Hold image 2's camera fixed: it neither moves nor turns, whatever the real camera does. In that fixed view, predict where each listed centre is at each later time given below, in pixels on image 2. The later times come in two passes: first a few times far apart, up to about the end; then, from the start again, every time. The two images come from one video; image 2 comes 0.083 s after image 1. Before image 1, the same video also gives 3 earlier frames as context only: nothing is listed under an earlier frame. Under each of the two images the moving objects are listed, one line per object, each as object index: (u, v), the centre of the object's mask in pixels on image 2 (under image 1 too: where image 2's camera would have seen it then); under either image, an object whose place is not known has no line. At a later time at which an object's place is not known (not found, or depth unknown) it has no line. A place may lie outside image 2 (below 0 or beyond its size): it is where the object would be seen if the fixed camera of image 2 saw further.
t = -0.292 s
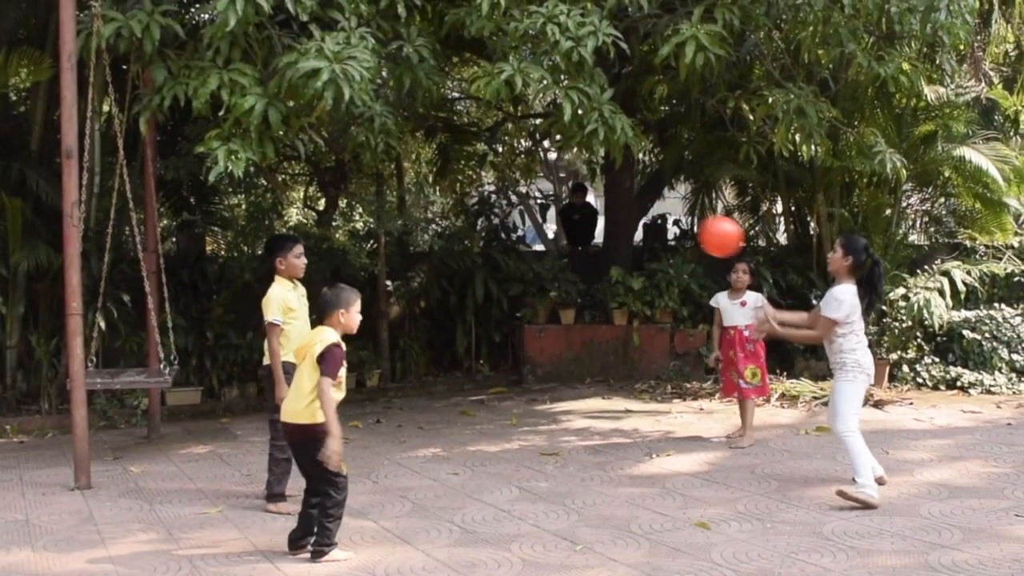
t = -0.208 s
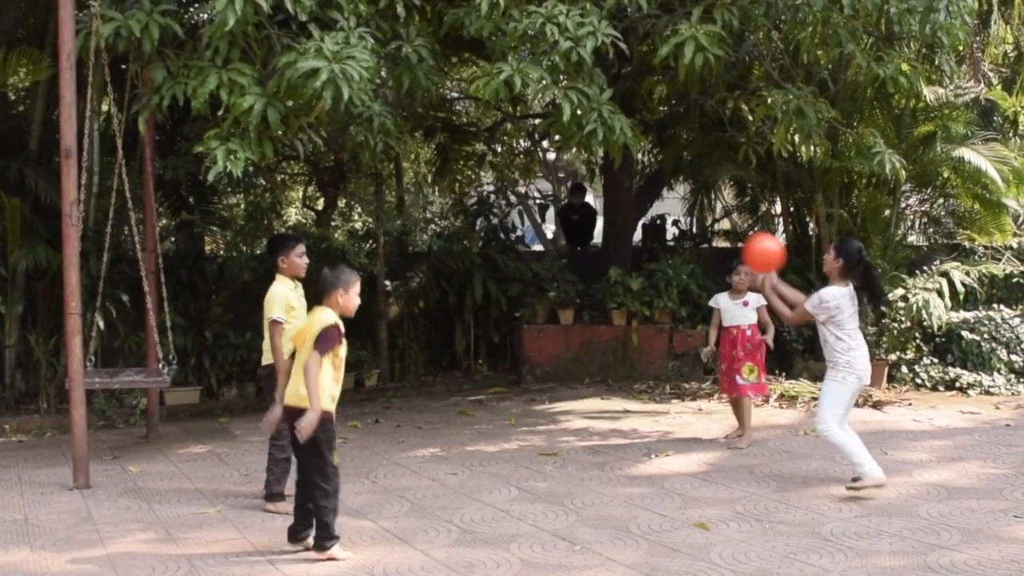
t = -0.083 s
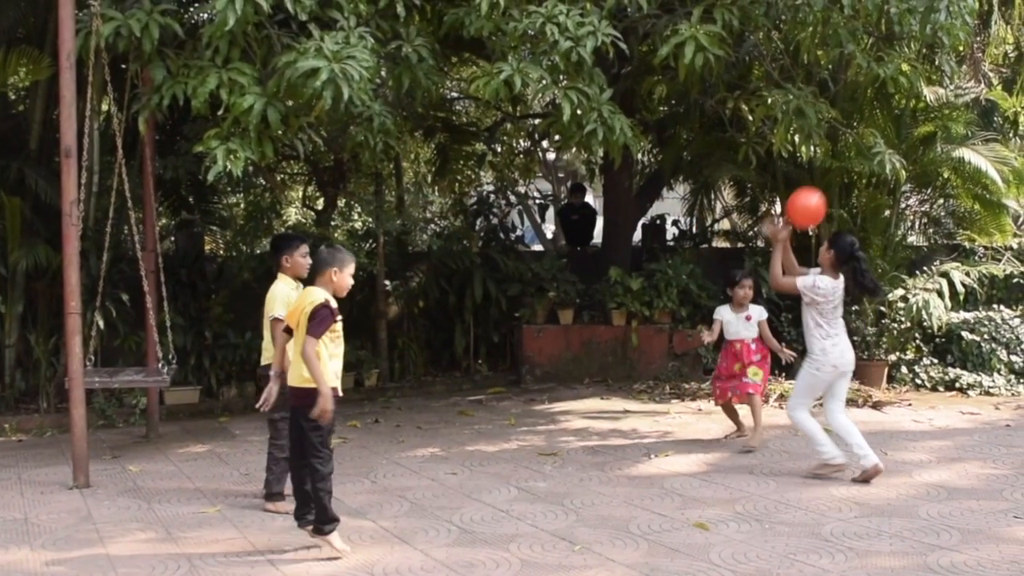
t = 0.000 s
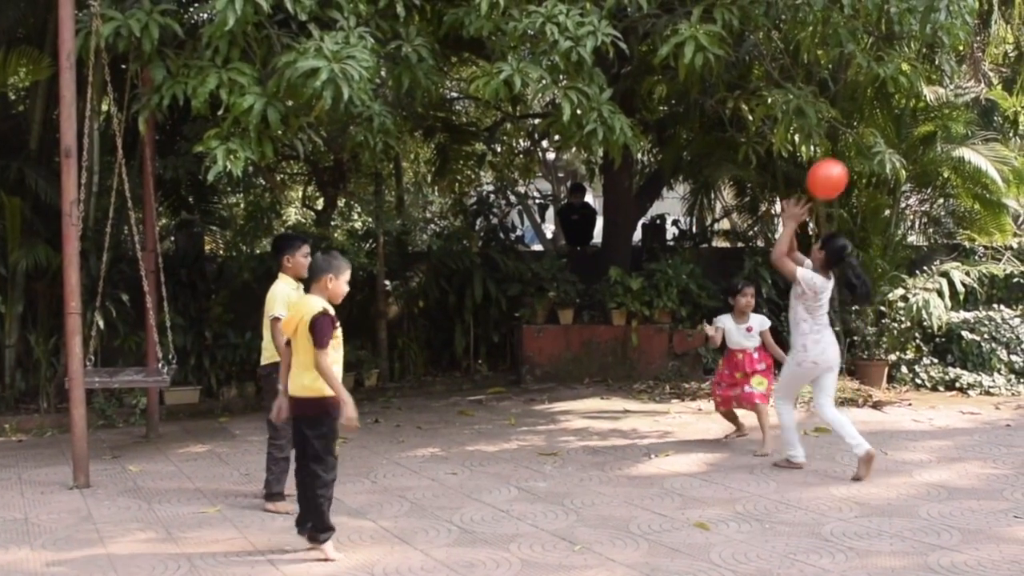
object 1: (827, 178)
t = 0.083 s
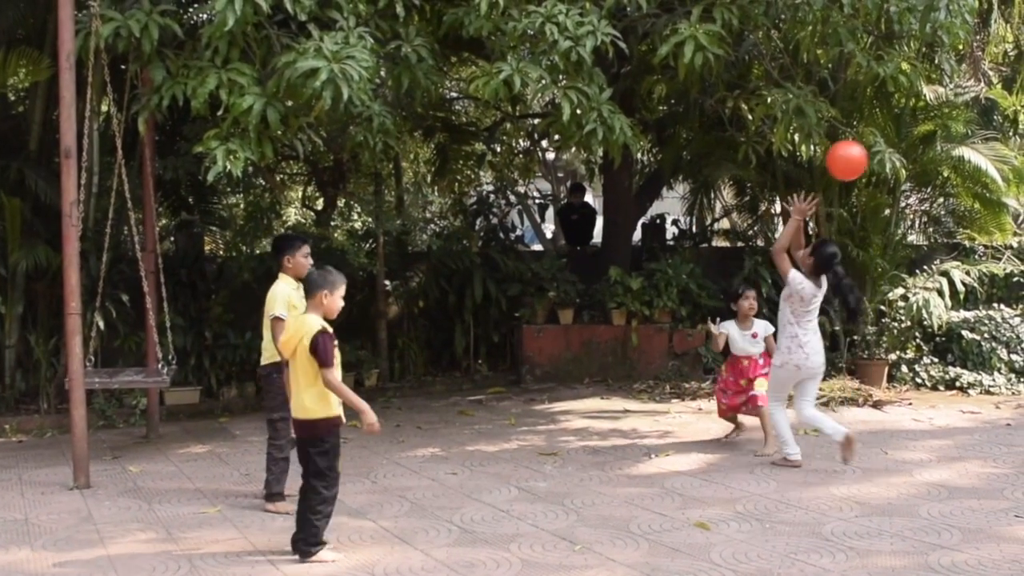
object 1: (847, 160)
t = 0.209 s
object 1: (875, 151)
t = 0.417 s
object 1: (920, 185)
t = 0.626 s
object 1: (955, 276)
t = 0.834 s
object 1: (971, 404)
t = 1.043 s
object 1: (991, 414)
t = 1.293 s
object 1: (1017, 346)
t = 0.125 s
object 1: (856, 155)
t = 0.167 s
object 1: (865, 151)
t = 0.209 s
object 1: (875, 151)
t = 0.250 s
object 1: (885, 153)
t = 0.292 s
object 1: (894, 157)
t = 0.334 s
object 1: (903, 164)
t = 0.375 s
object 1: (912, 174)
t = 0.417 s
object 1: (920, 185)
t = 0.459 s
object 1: (928, 200)
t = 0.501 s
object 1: (935, 216)
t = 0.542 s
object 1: (942, 234)
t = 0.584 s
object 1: (948, 253)
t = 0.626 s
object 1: (955, 276)
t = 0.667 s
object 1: (960, 299)
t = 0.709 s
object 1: (964, 325)
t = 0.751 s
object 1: (967, 349)
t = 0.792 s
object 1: (970, 375)
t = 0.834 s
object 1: (971, 404)
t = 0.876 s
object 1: (973, 435)
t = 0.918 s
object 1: (975, 463)
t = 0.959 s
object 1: (980, 457)
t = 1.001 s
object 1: (985, 435)
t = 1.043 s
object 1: (991, 414)
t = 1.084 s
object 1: (996, 396)
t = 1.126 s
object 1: (1002, 380)
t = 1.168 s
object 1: (1007, 368)
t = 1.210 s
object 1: (1011, 358)
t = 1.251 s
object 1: (1014, 351)
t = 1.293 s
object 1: (1017, 346)
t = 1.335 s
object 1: (1020, 344)
